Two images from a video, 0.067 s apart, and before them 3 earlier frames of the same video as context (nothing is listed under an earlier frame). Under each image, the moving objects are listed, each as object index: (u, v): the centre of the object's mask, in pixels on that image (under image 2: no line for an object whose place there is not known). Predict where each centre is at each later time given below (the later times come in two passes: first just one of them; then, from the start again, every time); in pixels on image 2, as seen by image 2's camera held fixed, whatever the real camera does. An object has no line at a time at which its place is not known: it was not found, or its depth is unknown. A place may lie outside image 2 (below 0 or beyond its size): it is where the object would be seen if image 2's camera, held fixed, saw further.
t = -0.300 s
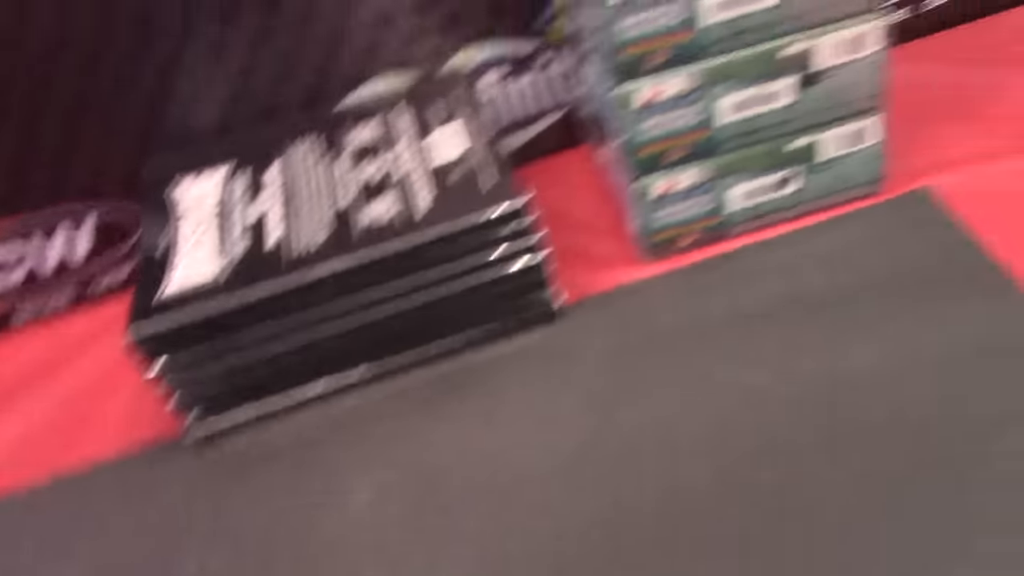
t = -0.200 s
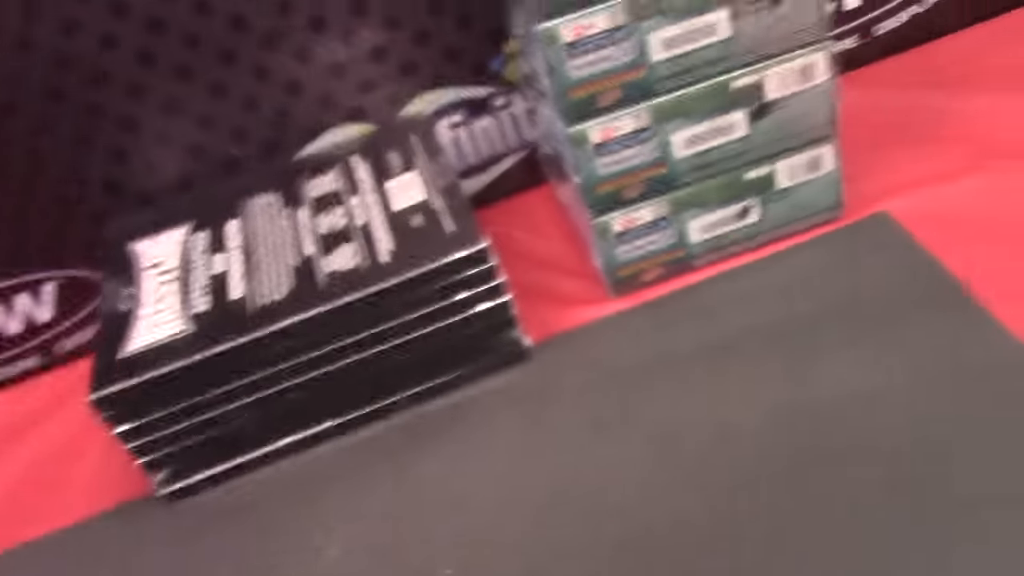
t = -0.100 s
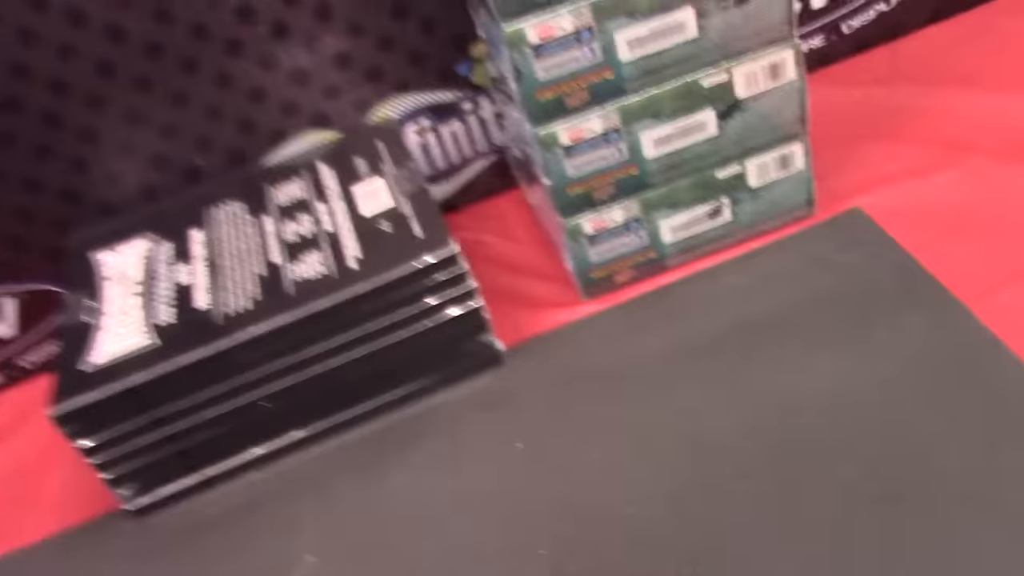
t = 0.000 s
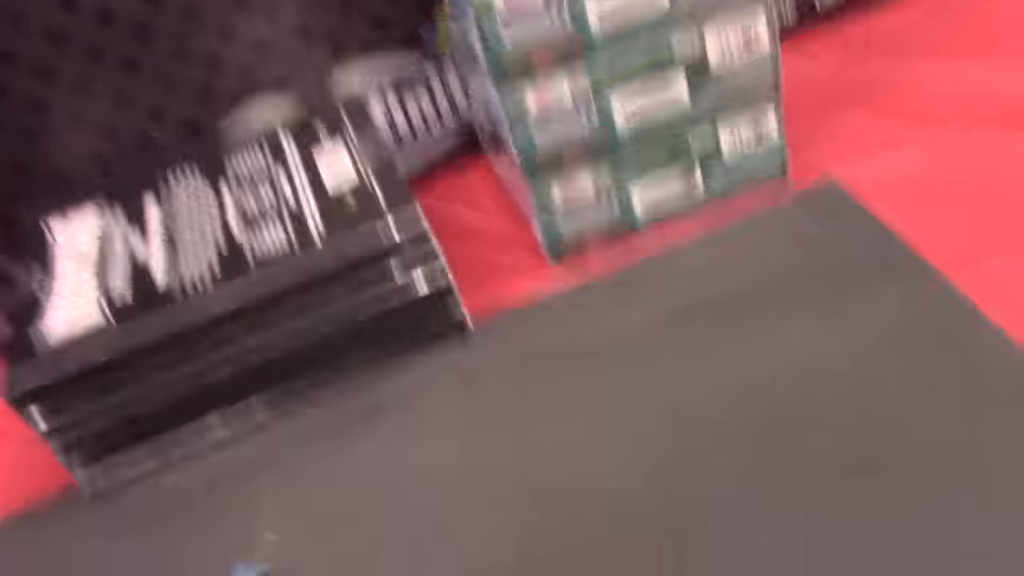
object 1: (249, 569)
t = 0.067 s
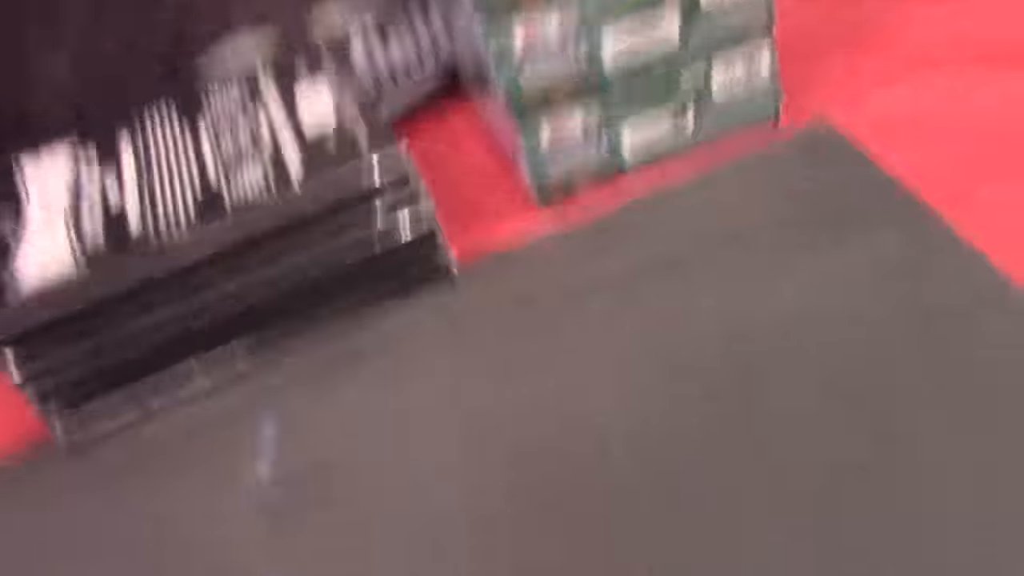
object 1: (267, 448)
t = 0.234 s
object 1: (438, 388)
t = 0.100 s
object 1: (286, 414)
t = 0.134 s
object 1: (312, 395)
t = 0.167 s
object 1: (354, 378)
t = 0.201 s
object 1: (398, 379)
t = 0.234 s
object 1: (438, 388)
